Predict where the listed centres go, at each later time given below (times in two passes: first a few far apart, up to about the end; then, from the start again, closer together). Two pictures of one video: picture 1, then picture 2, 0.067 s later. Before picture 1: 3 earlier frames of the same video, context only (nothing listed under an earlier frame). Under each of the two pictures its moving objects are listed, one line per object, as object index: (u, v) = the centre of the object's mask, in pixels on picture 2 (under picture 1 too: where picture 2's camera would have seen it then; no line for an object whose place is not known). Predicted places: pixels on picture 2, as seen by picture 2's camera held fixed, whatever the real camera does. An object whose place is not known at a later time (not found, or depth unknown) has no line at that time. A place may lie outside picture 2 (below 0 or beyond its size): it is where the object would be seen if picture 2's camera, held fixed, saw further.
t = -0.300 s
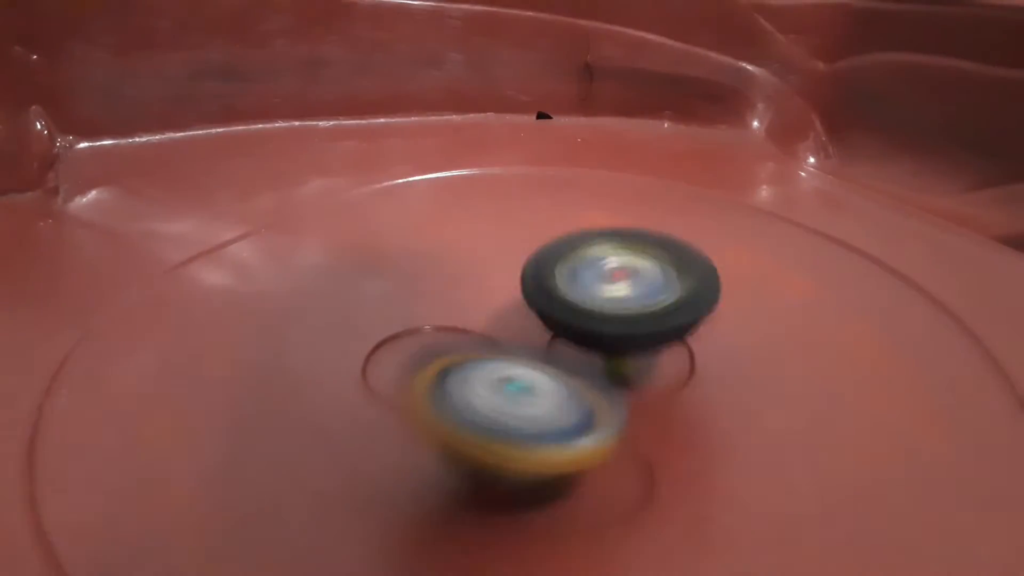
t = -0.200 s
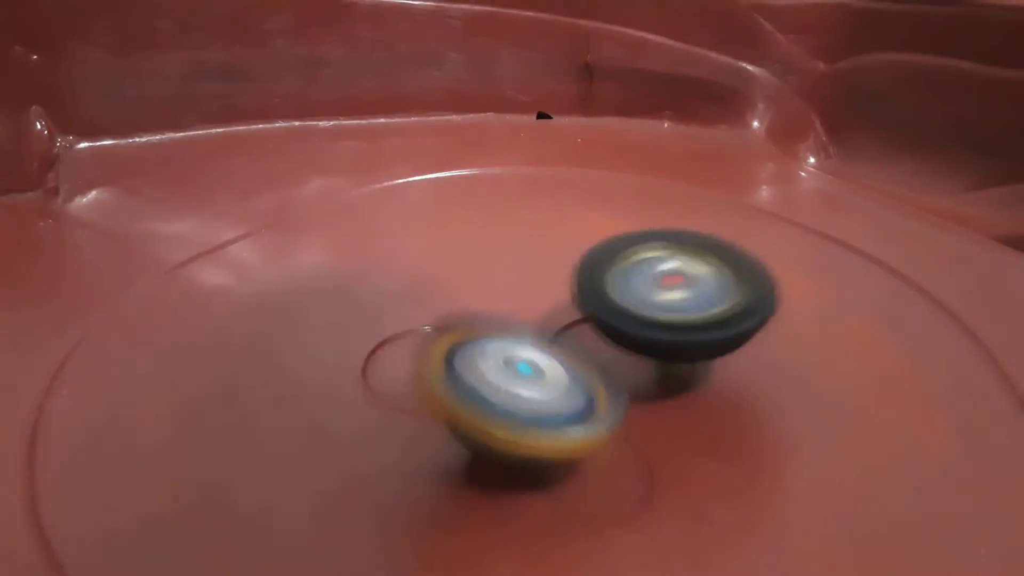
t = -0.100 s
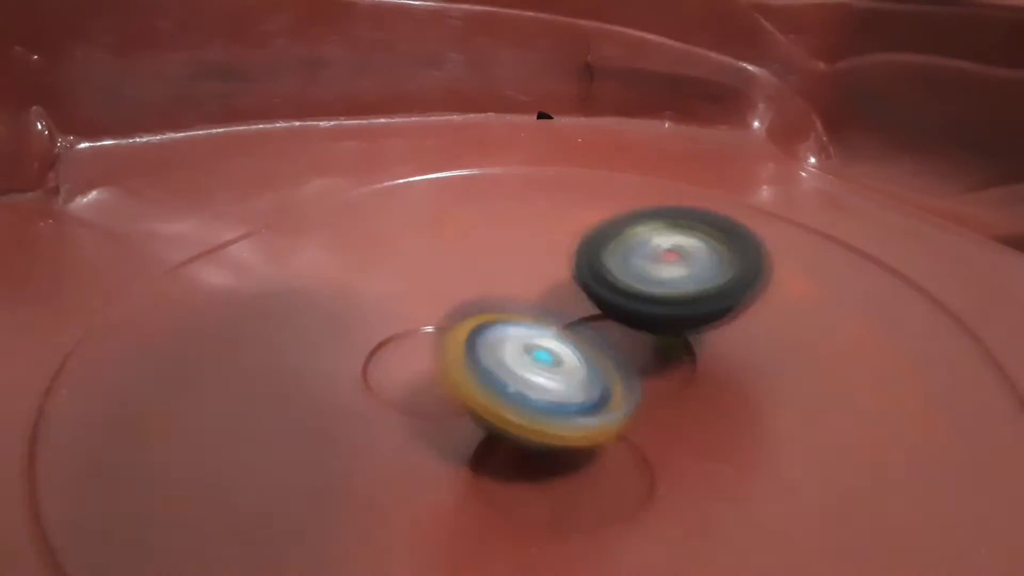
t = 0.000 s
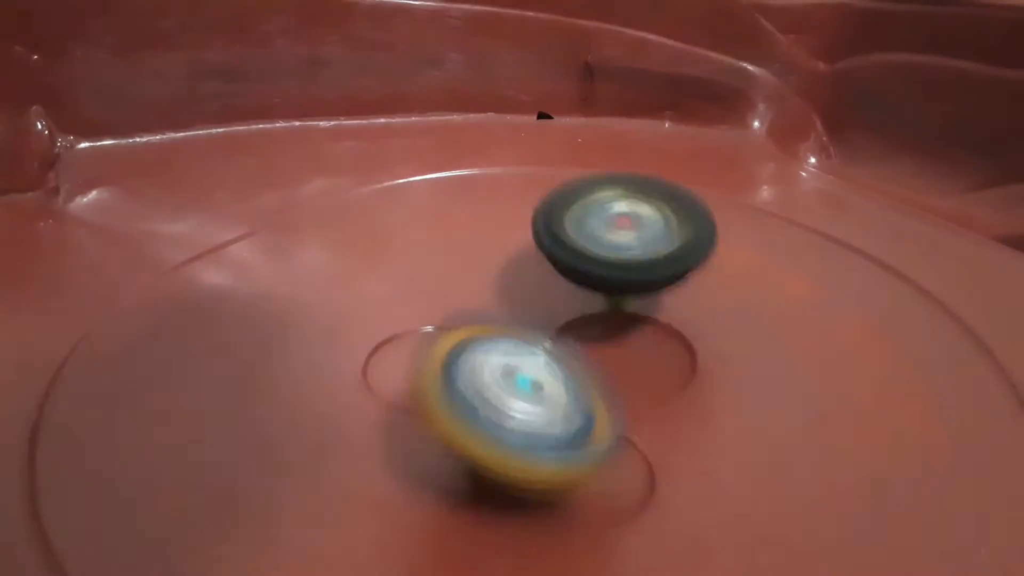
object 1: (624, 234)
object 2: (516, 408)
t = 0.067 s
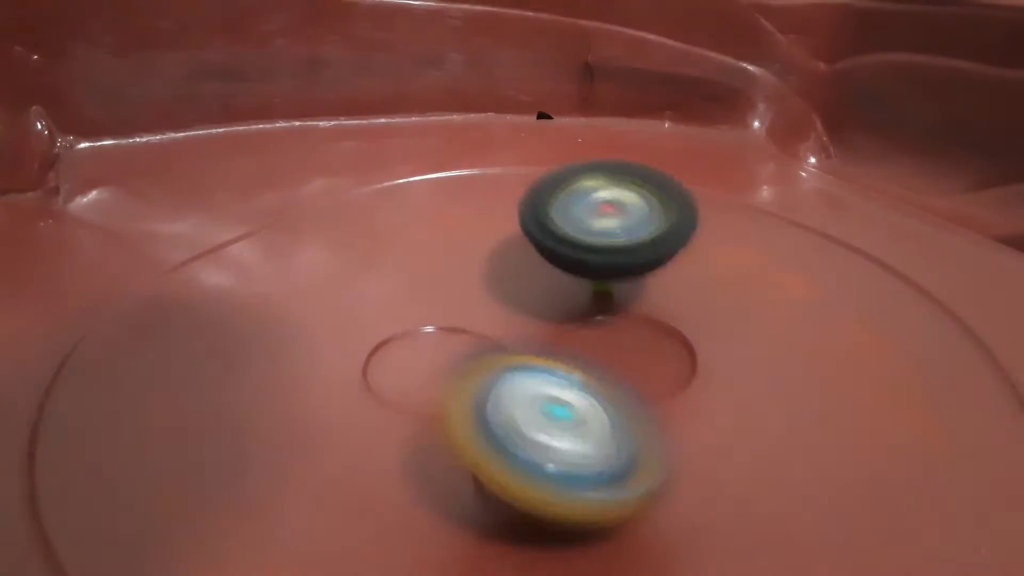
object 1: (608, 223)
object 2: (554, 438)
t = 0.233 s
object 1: (568, 232)
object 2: (635, 374)
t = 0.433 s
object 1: (575, 130)
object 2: (481, 535)
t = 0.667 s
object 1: (515, 124)
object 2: (510, 527)
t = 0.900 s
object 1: (504, 244)
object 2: (510, 424)
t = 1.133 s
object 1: (674, 297)
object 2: (391, 360)
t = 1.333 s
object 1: (629, 303)
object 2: (349, 293)
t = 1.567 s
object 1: (652, 302)
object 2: (400, 234)
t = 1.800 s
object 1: (615, 310)
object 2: (501, 220)
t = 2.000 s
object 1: (607, 367)
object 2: (557, 236)
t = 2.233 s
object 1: (516, 400)
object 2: (656, 351)
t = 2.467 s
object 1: (526, 383)
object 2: (700, 445)
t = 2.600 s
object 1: (526, 372)
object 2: (670, 462)
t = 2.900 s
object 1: (658, 389)
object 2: (478, 440)
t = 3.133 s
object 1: (657, 426)
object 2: (376, 324)
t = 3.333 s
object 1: (640, 348)
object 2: (317, 286)
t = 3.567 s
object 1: (648, 295)
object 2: (337, 294)
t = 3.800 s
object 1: (602, 321)
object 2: (386, 329)
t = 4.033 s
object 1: (560, 303)
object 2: (389, 331)
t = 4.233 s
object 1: (622, 294)
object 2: (389, 330)
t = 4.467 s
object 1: (610, 284)
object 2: (390, 330)
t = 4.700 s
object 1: (649, 281)
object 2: (390, 330)
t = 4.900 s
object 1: (655, 290)
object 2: (390, 330)
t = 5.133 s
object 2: (390, 330)
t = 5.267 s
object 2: (390, 330)
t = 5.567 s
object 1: (604, 291)
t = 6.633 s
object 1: (597, 289)
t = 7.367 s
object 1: (555, 316)
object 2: (390, 329)
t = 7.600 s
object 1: (557, 332)
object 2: (383, 330)
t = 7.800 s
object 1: (601, 395)
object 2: (386, 330)
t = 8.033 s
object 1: (637, 465)
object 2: (387, 331)
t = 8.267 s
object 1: (575, 418)
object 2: (386, 329)
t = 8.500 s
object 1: (562, 418)
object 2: (386, 329)
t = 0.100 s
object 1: (598, 219)
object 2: (581, 441)
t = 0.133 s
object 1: (589, 219)
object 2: (605, 432)
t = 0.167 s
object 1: (581, 223)
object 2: (626, 410)
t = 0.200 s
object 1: (573, 227)
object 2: (637, 394)
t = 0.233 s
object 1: (568, 232)
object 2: (635, 374)
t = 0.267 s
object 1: (565, 237)
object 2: (618, 381)
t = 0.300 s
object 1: (571, 213)
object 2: (595, 450)
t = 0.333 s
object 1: (578, 180)
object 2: (561, 482)
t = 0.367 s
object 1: (581, 156)
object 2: (525, 505)
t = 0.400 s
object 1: (580, 137)
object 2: (501, 521)
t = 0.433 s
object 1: (575, 130)
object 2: (481, 535)
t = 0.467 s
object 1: (567, 124)
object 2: (479, 541)
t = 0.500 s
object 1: (558, 120)
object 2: (487, 542)
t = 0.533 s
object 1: (548, 117)
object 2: (496, 542)
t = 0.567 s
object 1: (539, 115)
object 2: (505, 538)
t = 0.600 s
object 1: (530, 115)
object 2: (508, 537)
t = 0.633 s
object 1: (522, 118)
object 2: (510, 533)
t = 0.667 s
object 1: (515, 124)
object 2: (510, 527)
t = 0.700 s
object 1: (509, 133)
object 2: (510, 521)
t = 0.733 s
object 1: (506, 146)
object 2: (508, 517)
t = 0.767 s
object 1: (505, 167)
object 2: (514, 498)
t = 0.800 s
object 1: (503, 183)
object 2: (512, 478)
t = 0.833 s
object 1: (503, 203)
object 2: (514, 458)
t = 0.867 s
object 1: (502, 224)
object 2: (513, 440)
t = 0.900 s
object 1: (504, 244)
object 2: (510, 424)
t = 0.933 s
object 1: (508, 260)
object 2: (512, 403)
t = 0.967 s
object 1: (519, 268)
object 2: (509, 384)
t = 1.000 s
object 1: (546, 269)
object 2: (487, 380)
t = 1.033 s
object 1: (577, 277)
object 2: (454, 379)
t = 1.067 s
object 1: (611, 290)
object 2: (432, 376)
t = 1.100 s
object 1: (648, 294)
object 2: (412, 368)
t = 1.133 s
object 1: (674, 297)
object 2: (391, 360)
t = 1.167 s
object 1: (686, 295)
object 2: (378, 351)
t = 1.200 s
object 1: (678, 300)
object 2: (366, 342)
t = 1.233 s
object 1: (663, 303)
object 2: (354, 324)
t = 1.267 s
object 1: (648, 302)
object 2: (349, 314)
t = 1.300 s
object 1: (636, 302)
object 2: (350, 305)
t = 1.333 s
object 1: (629, 303)
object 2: (349, 293)
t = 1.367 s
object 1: (626, 305)
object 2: (350, 280)
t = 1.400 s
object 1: (629, 307)
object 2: (356, 268)
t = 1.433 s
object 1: (636, 309)
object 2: (362, 260)
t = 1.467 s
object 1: (647, 310)
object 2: (370, 253)
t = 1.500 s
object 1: (653, 308)
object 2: (379, 245)
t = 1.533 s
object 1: (654, 304)
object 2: (389, 239)
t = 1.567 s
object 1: (652, 302)
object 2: (400, 234)
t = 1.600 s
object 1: (647, 301)
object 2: (414, 227)
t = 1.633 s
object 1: (640, 302)
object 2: (428, 220)
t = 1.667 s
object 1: (633, 305)
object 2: (440, 216)
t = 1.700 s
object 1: (626, 307)
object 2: (457, 215)
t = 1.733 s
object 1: (621, 309)
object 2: (474, 215)
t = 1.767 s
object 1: (617, 310)
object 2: (485, 217)
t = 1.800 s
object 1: (615, 310)
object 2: (501, 220)
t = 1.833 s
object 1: (623, 314)
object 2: (512, 220)
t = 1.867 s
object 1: (635, 317)
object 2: (522, 213)
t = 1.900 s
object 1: (642, 327)
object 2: (529, 211)
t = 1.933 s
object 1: (640, 335)
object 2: (540, 217)
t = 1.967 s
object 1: (630, 347)
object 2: (551, 225)
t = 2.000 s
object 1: (607, 367)
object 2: (557, 236)
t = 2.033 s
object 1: (583, 378)
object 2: (563, 248)
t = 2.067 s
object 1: (557, 383)
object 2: (568, 257)
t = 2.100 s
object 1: (534, 388)
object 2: (573, 268)
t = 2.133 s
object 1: (518, 394)
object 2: (580, 280)
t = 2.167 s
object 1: (510, 395)
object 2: (599, 294)
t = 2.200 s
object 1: (511, 396)
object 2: (632, 321)
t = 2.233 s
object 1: (516, 400)
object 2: (656, 351)
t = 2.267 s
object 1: (522, 402)
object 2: (676, 375)
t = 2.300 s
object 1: (527, 402)
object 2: (686, 391)
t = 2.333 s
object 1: (529, 400)
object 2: (694, 408)
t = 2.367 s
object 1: (531, 395)
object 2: (699, 419)
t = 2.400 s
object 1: (529, 392)
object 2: (701, 429)
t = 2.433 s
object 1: (527, 387)
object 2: (699, 437)
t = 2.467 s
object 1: (526, 383)
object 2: (700, 445)
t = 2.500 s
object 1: (526, 380)
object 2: (703, 448)
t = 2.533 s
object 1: (526, 378)
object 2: (695, 456)
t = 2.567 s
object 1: (525, 375)
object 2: (684, 461)
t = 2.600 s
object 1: (526, 372)
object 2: (670, 462)
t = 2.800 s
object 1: (610, 352)
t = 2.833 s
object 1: (627, 360)
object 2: (499, 456)
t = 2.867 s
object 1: (644, 374)
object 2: (490, 447)
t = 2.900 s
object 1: (658, 389)
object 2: (478, 440)
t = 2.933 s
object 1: (667, 412)
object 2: (461, 422)
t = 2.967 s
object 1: (687, 426)
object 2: (448, 408)
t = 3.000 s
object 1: (701, 437)
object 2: (436, 393)
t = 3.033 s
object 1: (699, 443)
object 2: (425, 377)
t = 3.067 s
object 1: (683, 444)
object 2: (412, 359)
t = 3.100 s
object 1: (670, 439)
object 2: (396, 345)
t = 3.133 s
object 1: (657, 426)
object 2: (376, 324)
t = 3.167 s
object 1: (648, 407)
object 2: (369, 312)
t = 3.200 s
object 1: (639, 389)
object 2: (360, 302)
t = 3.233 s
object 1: (631, 374)
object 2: (345, 294)
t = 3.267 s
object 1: (627, 364)
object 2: (336, 292)
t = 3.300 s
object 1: (631, 353)
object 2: (324, 288)
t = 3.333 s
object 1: (640, 348)
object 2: (317, 286)
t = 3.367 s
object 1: (646, 342)
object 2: (315, 285)
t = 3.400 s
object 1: (659, 328)
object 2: (312, 282)
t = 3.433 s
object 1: (667, 318)
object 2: (313, 283)
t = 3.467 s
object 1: (672, 307)
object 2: (318, 285)
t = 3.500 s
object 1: (672, 296)
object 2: (324, 289)
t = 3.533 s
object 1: (661, 294)
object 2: (331, 292)
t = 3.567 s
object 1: (648, 295)
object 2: (337, 294)
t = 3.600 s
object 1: (636, 299)
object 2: (344, 301)
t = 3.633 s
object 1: (626, 305)
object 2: (351, 311)
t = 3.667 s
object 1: (620, 315)
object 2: (358, 318)
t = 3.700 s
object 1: (617, 318)
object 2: (367, 324)
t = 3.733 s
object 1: (617, 318)
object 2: (378, 329)
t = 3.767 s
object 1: (612, 318)
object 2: (384, 331)
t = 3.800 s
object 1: (602, 321)
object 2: (386, 329)
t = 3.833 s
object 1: (593, 323)
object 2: (386, 327)
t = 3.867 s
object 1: (583, 313)
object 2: (386, 327)
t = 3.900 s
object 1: (578, 315)
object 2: (386, 328)
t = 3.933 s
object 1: (572, 313)
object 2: (389, 331)
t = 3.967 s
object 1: (566, 308)
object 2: (389, 331)
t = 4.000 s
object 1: (562, 308)
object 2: (389, 330)
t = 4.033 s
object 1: (560, 303)
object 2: (389, 331)
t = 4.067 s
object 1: (573, 298)
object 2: (389, 330)
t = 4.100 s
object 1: (589, 303)
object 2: (389, 330)
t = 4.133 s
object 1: (605, 302)
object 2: (389, 330)
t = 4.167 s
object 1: (616, 301)
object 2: (389, 330)
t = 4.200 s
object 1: (622, 298)
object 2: (389, 330)
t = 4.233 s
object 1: (622, 294)
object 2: (389, 330)
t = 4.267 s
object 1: (620, 294)
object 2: (390, 330)
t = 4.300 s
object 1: (615, 288)
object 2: (390, 330)
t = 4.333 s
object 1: (609, 285)
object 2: (390, 330)
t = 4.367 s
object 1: (604, 281)
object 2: (390, 330)
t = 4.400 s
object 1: (600, 279)
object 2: (390, 330)
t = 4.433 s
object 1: (604, 281)
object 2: (390, 330)
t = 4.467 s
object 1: (610, 284)
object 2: (390, 330)
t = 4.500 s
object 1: (616, 283)
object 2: (390, 330)
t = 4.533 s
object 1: (623, 283)
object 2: (390, 330)
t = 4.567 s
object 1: (630, 282)
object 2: (390, 330)
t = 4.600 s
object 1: (636, 283)
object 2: (390, 330)
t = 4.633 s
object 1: (641, 284)
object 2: (390, 330)
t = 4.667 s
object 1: (646, 282)
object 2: (390, 330)
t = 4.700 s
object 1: (649, 281)
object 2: (390, 330)
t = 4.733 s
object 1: (652, 280)
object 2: (390, 330)
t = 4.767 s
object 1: (655, 281)
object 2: (390, 330)
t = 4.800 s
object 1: (657, 282)
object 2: (390, 330)
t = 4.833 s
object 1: (657, 284)
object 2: (390, 330)
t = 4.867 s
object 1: (657, 286)
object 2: (390, 330)
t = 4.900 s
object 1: (655, 290)
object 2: (390, 330)
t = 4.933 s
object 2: (390, 330)
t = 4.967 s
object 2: (390, 330)
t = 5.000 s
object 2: (390, 330)
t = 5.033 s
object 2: (390, 330)
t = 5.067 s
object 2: (390, 330)
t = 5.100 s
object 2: (390, 330)
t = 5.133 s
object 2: (390, 330)
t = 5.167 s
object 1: (617, 316)
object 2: (390, 330)
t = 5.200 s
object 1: (608, 316)
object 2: (390, 330)
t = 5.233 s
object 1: (597, 323)
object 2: (390, 330)
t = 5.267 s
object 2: (390, 330)
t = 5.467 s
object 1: (590, 299)
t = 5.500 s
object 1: (594, 295)
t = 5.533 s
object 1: (600, 292)
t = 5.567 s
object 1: (604, 291)
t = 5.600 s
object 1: (606, 288)
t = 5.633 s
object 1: (608, 282)
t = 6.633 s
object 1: (597, 289)
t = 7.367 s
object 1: (555, 316)
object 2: (390, 329)
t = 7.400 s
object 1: (545, 322)
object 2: (391, 329)
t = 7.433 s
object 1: (542, 319)
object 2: (388, 328)
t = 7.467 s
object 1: (542, 318)
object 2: (385, 329)
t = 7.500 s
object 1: (535, 309)
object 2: (384, 329)
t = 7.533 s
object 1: (532, 313)
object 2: (383, 329)
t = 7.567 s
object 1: (543, 326)
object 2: (382, 329)
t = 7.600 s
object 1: (557, 332)
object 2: (383, 330)
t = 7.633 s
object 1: (564, 335)
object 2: (384, 329)
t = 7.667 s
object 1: (568, 338)
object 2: (385, 330)
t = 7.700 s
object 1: (576, 347)
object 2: (386, 330)
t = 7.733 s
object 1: (586, 357)
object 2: (386, 330)
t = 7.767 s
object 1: (594, 373)
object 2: (386, 330)
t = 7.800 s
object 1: (601, 395)
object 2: (386, 330)
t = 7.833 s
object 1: (608, 414)
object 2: (386, 330)
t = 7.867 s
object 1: (616, 428)
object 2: (387, 330)
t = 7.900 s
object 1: (623, 439)
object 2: (387, 330)
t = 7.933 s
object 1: (627, 449)
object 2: (387, 330)
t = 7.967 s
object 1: (630, 456)
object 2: (387, 330)
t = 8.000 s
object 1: (634, 463)
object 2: (387, 330)
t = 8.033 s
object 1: (637, 465)
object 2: (387, 331)
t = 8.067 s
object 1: (638, 468)
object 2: (387, 331)
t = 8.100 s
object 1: (635, 469)
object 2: (387, 330)
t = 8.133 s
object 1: (629, 456)
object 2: (387, 330)
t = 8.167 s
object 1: (622, 443)
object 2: (387, 330)
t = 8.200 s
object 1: (613, 429)
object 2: (387, 330)
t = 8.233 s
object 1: (597, 420)
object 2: (387, 330)
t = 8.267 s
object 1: (575, 418)
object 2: (386, 329)
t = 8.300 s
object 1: (556, 423)
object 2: (386, 330)
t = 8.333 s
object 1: (541, 429)
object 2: (387, 330)
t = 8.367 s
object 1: (536, 432)
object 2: (387, 330)
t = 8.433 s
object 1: (542, 427)
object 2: (387, 330)
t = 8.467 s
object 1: (552, 422)
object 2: (386, 329)
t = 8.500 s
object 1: (562, 418)
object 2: (386, 329)
